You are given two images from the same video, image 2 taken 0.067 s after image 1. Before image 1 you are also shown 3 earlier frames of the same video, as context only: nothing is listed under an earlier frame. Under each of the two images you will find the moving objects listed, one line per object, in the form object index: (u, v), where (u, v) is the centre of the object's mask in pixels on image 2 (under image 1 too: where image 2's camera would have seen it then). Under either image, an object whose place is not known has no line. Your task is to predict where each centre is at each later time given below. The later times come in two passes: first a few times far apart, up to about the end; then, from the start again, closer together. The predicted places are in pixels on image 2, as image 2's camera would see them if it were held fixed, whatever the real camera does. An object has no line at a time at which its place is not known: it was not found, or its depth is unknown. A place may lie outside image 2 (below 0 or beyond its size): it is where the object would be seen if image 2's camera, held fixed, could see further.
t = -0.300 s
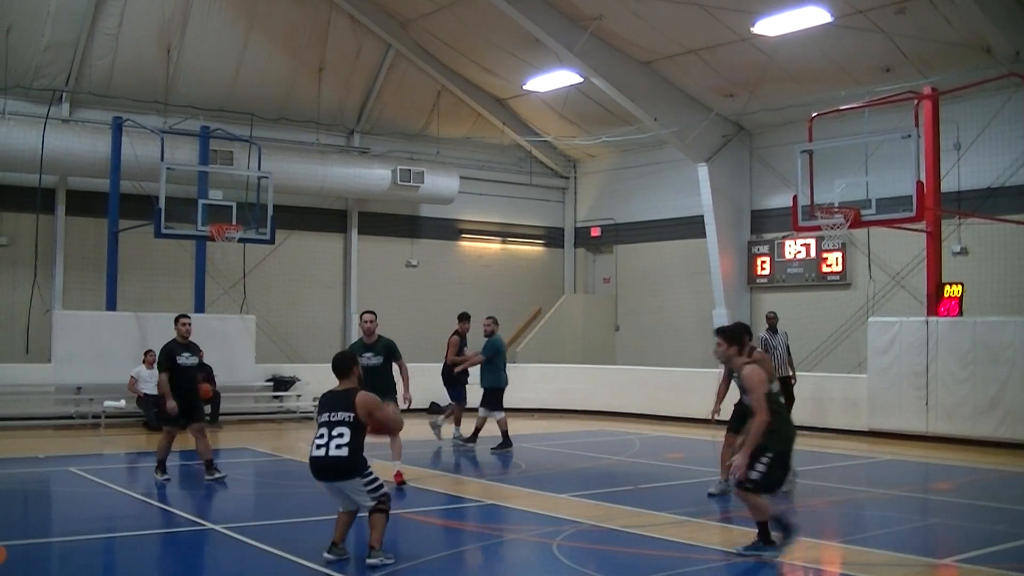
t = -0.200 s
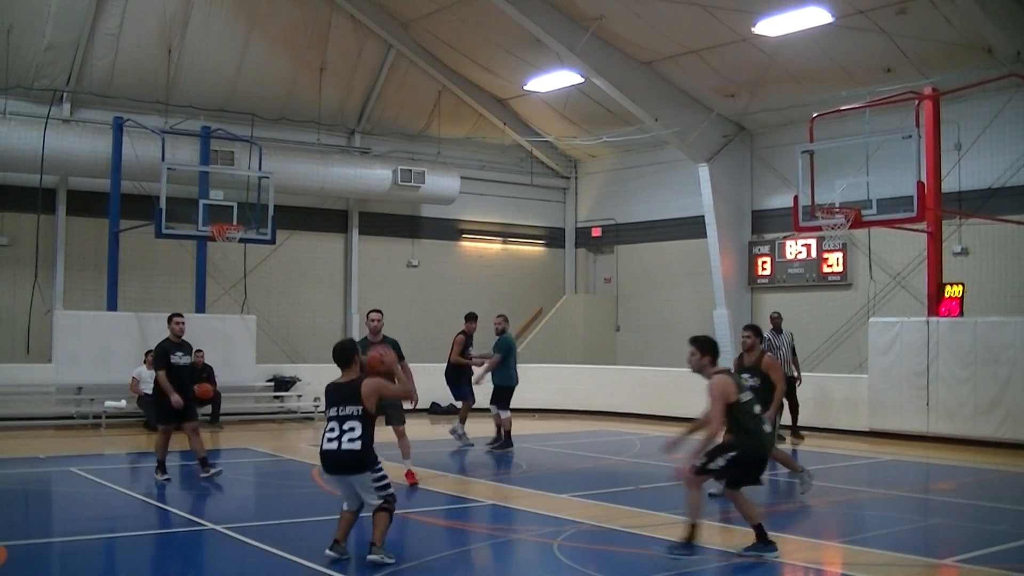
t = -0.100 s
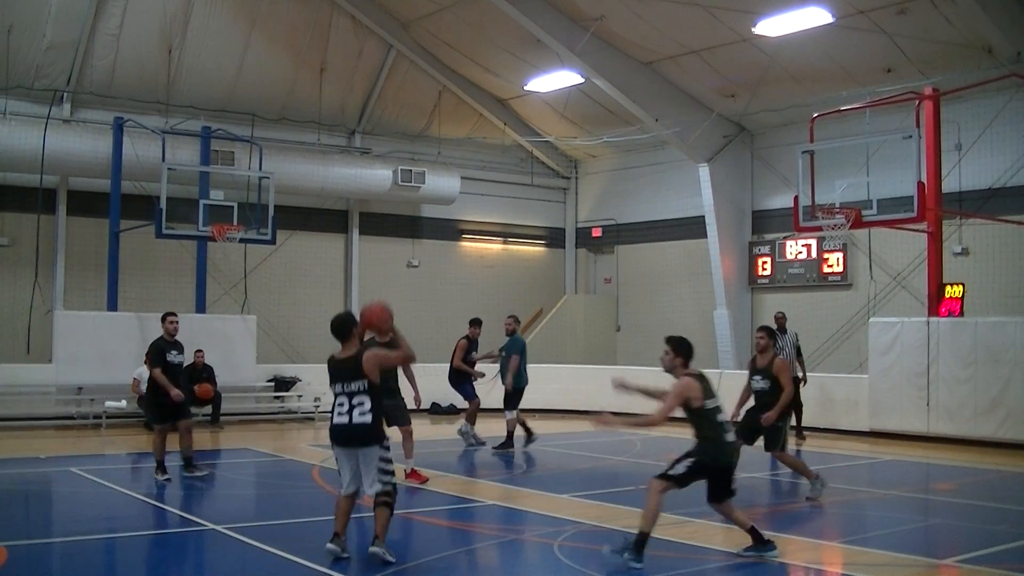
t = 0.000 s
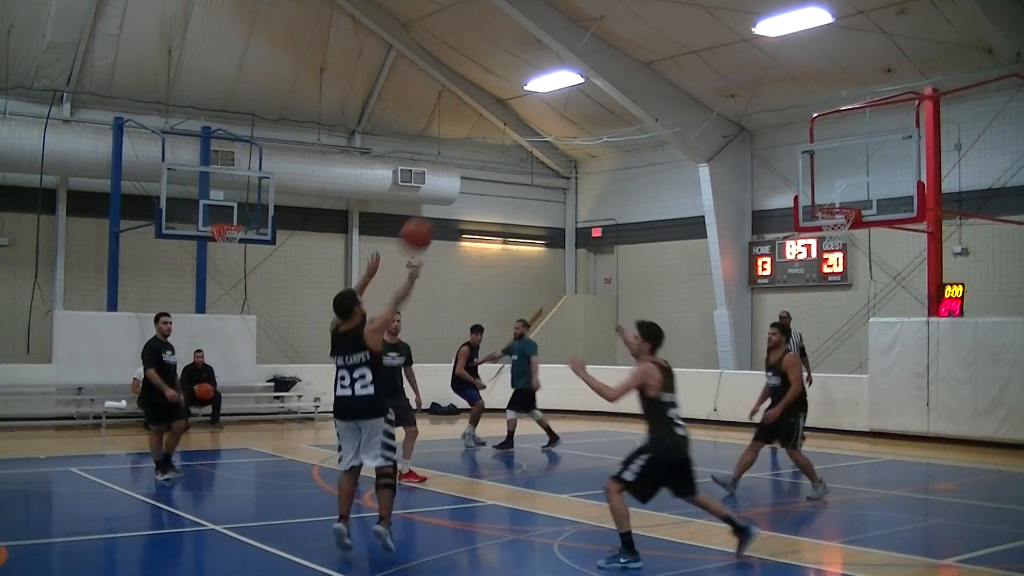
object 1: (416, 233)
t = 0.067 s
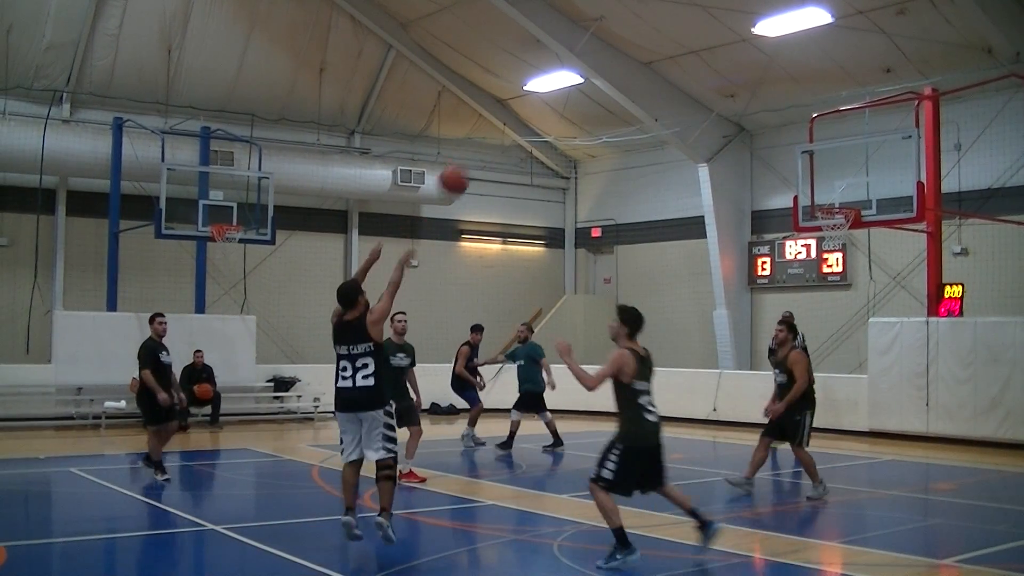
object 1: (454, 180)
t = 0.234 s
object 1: (534, 85)
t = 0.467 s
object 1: (627, 24)
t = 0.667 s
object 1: (691, 22)
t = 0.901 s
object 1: (755, 65)
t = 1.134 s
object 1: (808, 145)
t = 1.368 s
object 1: (840, 226)
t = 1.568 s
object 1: (837, 224)
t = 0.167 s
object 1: (504, 117)
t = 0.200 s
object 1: (519, 101)
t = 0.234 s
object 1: (534, 85)
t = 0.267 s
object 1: (550, 67)
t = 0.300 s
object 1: (564, 57)
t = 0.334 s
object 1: (578, 48)
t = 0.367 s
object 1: (591, 41)
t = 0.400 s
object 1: (604, 33)
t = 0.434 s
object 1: (615, 28)
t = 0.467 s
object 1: (627, 24)
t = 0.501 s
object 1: (640, 20)
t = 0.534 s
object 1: (651, 19)
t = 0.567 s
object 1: (661, 18)
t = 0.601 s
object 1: (671, 19)
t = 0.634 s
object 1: (681, 20)
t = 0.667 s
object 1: (691, 22)
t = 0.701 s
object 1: (701, 26)
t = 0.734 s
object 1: (710, 30)
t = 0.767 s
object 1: (719, 35)
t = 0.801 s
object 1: (728, 42)
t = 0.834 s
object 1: (737, 48)
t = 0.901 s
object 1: (755, 65)
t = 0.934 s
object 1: (763, 74)
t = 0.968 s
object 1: (770, 84)
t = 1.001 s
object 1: (778, 94)
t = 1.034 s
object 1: (786, 107)
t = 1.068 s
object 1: (793, 118)
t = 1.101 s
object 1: (800, 131)
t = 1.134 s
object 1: (808, 145)
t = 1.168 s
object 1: (815, 159)
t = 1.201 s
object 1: (821, 173)
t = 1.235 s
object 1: (828, 189)
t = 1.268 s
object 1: (835, 204)
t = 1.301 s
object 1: (836, 217)
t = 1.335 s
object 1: (840, 224)
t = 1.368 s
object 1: (840, 226)
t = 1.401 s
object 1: (839, 222)
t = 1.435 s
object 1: (841, 217)
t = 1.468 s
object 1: (839, 218)
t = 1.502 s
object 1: (838, 220)
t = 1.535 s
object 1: (837, 224)
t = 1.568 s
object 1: (837, 224)
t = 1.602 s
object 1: (836, 225)
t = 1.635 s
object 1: (836, 228)
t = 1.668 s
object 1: (835, 238)
